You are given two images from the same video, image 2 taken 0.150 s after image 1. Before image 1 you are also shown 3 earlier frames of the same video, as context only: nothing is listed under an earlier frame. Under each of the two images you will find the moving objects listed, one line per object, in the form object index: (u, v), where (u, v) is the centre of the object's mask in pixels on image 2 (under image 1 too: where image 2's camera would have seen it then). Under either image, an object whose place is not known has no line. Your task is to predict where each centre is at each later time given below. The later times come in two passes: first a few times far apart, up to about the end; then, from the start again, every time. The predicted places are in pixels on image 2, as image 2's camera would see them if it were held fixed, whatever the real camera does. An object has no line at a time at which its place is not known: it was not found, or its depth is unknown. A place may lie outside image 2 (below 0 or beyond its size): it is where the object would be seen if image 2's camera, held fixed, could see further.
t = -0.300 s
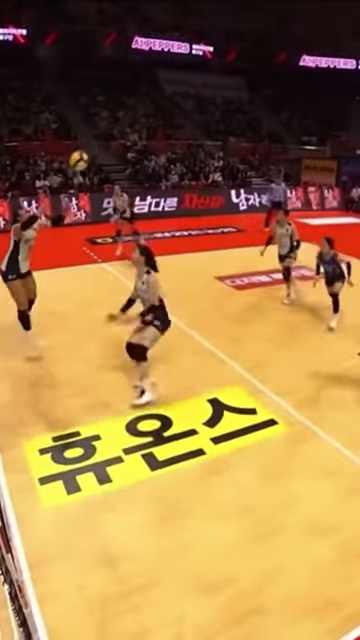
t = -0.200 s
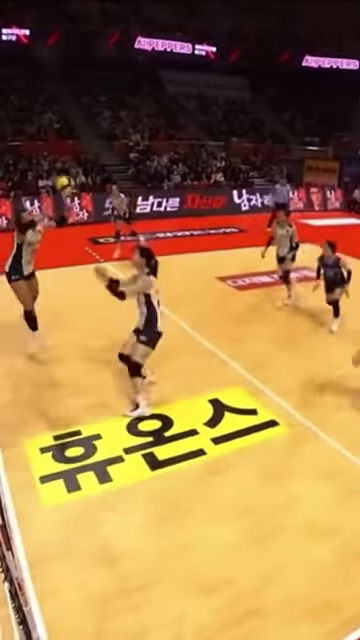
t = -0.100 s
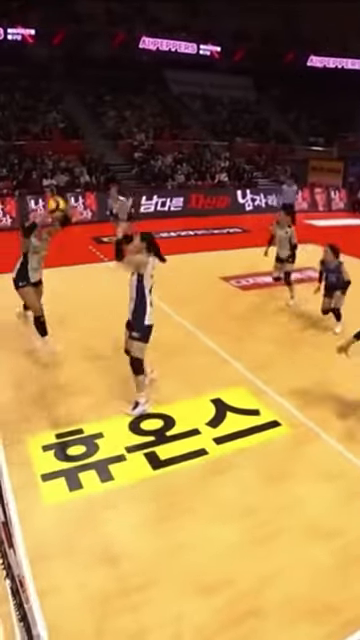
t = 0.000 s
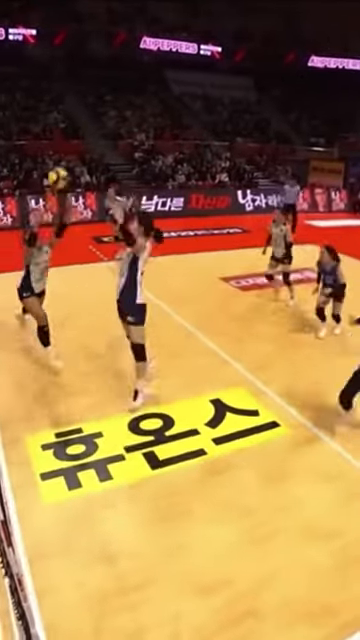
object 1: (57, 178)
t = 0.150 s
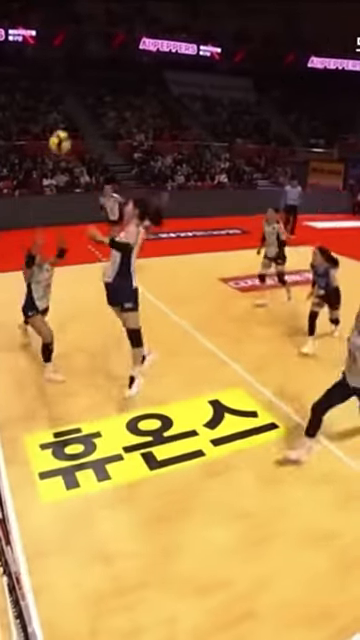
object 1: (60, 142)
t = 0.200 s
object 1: (61, 122)
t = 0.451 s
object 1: (70, 62)
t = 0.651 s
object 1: (75, 36)
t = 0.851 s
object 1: (87, 18)
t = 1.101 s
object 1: (109, 41)
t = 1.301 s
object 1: (131, 108)
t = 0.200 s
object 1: (61, 122)
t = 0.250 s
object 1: (62, 115)
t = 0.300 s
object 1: (65, 96)
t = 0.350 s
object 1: (66, 84)
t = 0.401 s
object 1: (68, 73)
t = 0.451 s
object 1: (70, 62)
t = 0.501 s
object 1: (71, 57)
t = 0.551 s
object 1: (72, 52)
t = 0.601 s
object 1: (74, 40)
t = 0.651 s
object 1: (75, 36)
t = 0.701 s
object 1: (80, 26)
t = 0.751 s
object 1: (81, 24)
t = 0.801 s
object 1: (85, 19)
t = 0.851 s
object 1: (87, 18)
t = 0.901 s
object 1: (92, 18)
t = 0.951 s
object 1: (94, 19)
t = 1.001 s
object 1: (100, 25)
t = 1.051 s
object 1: (102, 28)
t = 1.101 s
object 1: (109, 41)
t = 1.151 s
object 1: (111, 47)
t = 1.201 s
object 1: (117, 63)
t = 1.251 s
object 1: (124, 83)
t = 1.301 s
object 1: (131, 108)
